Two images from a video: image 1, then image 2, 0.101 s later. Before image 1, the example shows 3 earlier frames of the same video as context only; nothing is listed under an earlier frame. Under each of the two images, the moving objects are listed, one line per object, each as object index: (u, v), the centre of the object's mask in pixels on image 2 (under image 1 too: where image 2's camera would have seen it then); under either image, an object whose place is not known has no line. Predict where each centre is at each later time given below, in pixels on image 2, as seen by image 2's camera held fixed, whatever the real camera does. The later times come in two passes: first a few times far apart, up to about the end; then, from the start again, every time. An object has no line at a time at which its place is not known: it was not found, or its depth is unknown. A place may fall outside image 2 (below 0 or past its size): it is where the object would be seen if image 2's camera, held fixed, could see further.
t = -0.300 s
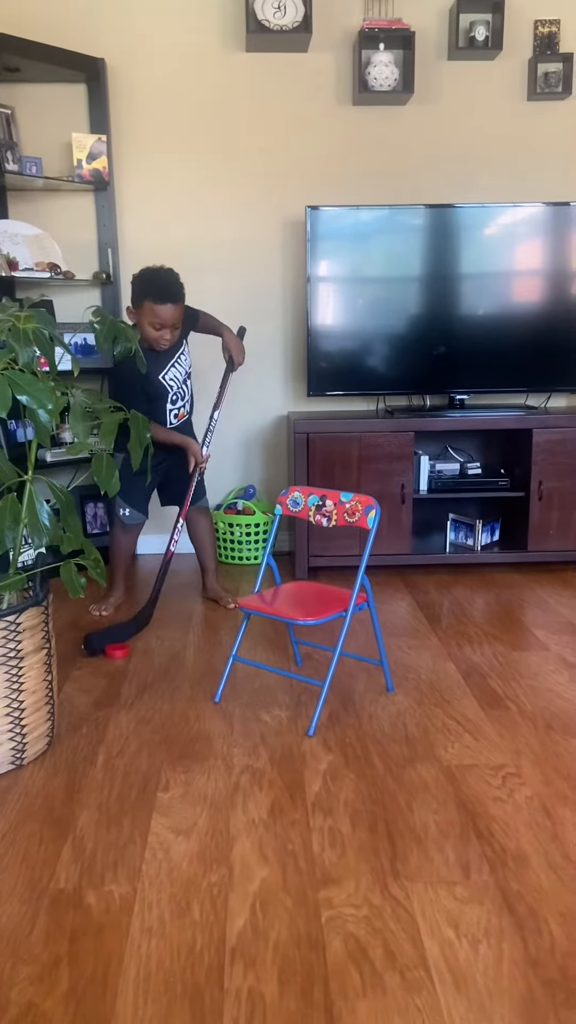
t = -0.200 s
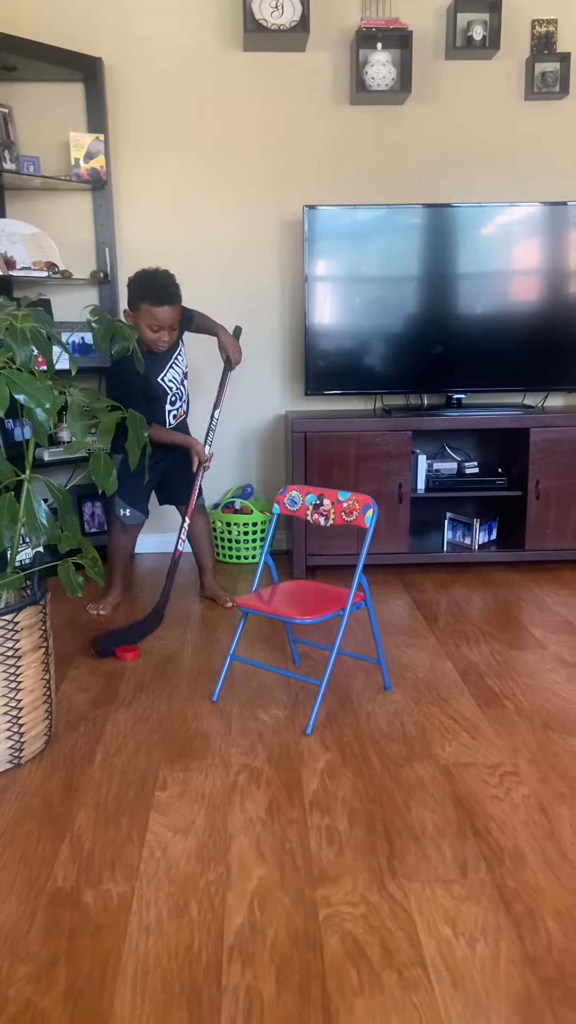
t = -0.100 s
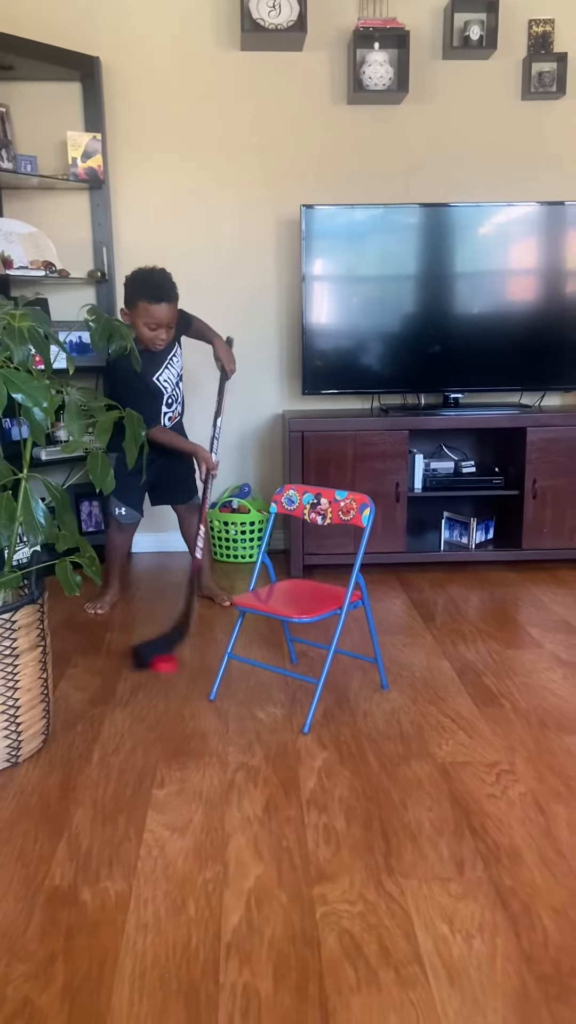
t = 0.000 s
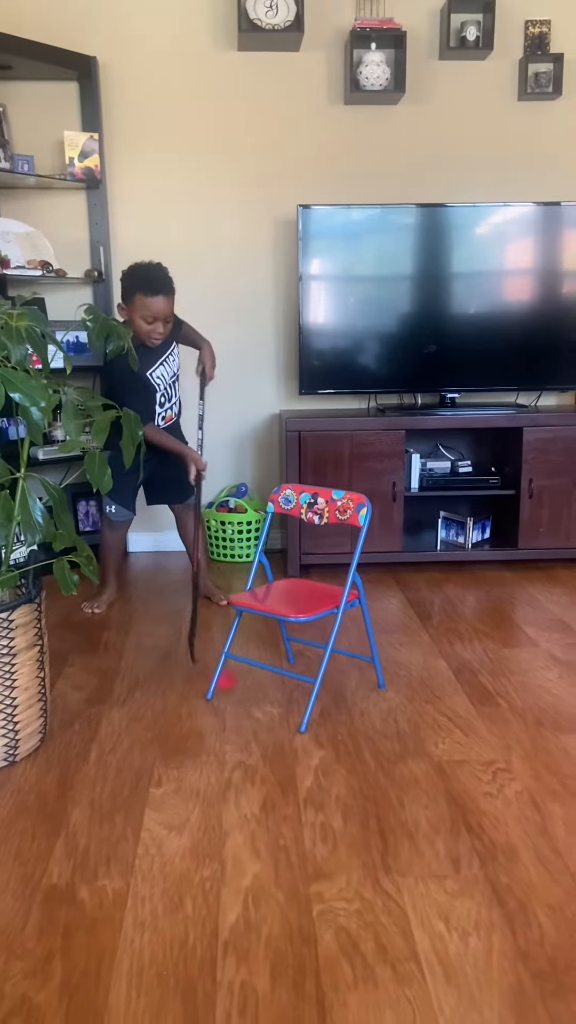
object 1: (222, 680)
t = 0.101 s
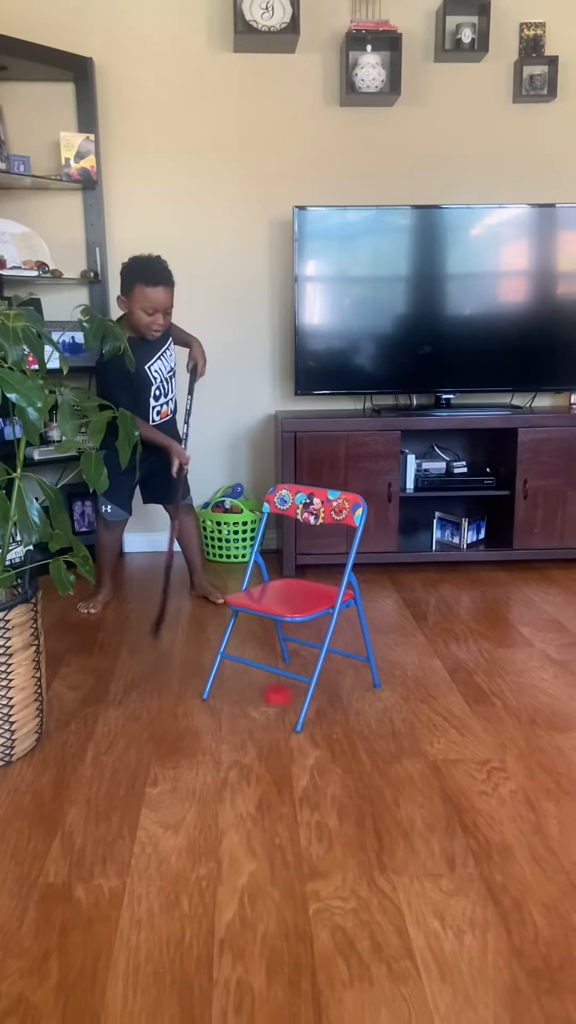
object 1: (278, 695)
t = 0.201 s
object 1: (336, 711)
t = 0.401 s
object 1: (443, 740)
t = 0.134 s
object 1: (293, 699)
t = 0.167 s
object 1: (320, 706)
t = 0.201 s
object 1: (336, 711)
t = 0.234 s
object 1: (355, 716)
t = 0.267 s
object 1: (373, 720)
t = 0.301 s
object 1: (392, 726)
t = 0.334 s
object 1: (410, 730)
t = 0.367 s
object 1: (427, 735)
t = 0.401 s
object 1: (443, 740)
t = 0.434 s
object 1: (459, 745)
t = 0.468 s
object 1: (474, 749)
